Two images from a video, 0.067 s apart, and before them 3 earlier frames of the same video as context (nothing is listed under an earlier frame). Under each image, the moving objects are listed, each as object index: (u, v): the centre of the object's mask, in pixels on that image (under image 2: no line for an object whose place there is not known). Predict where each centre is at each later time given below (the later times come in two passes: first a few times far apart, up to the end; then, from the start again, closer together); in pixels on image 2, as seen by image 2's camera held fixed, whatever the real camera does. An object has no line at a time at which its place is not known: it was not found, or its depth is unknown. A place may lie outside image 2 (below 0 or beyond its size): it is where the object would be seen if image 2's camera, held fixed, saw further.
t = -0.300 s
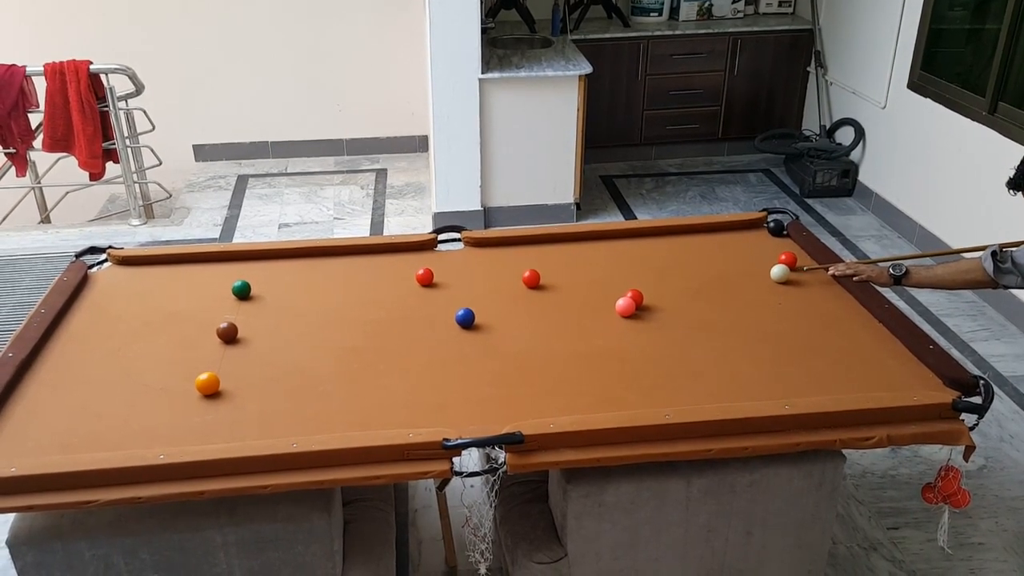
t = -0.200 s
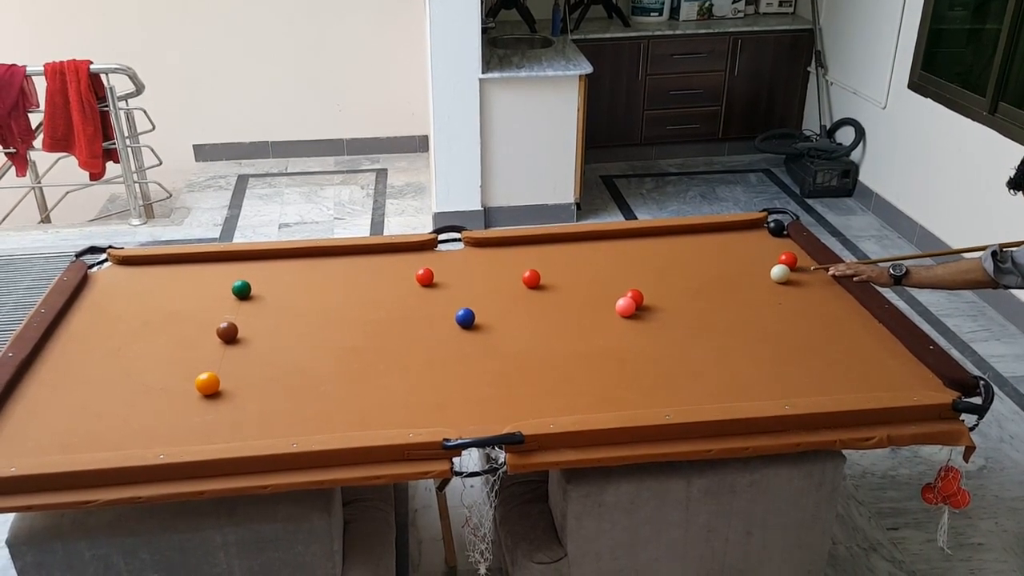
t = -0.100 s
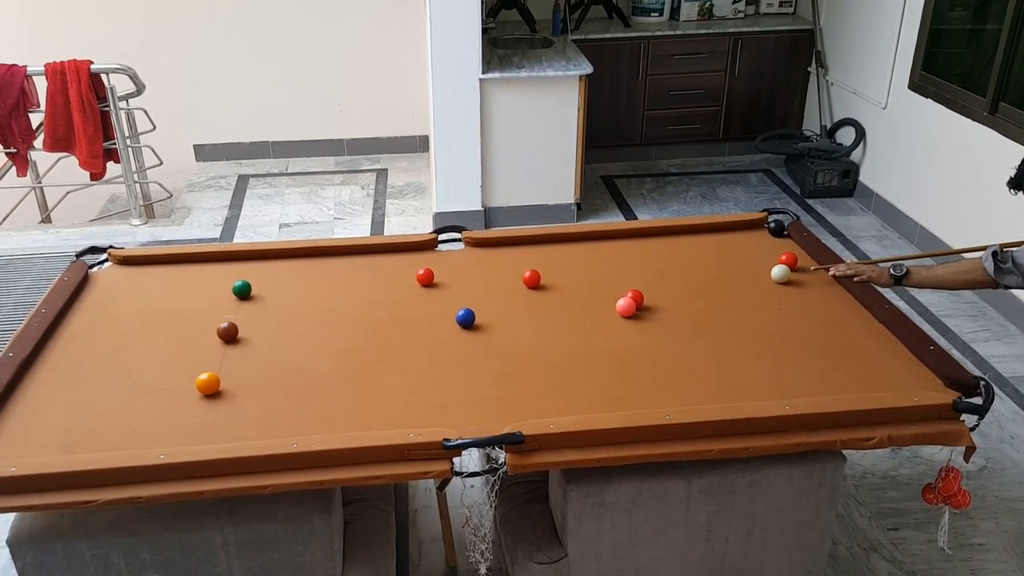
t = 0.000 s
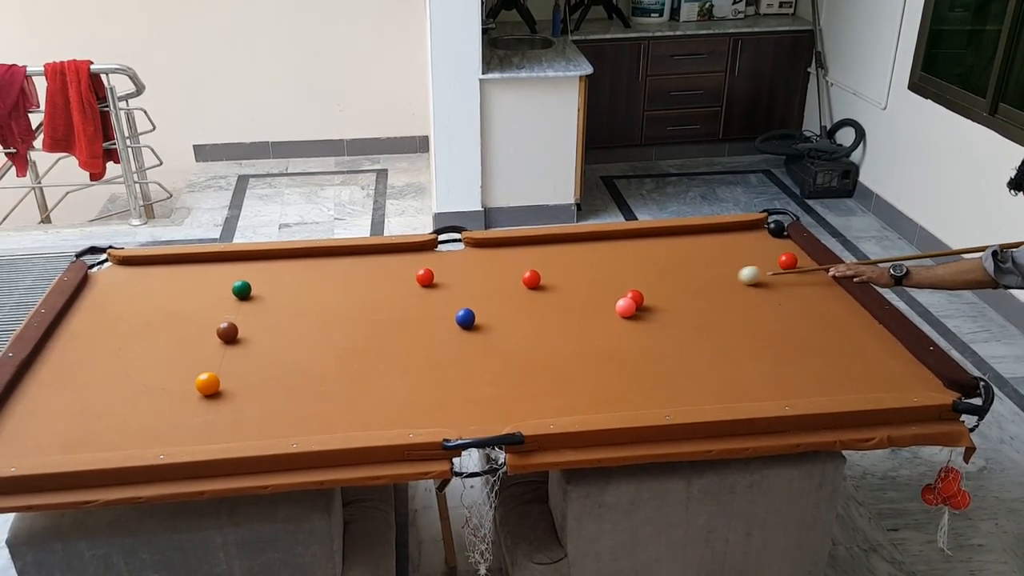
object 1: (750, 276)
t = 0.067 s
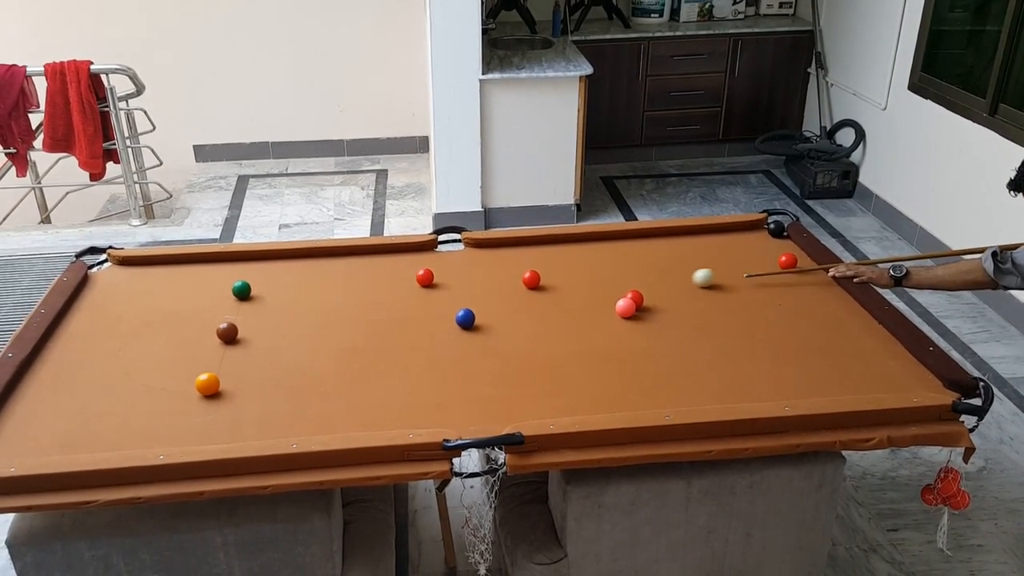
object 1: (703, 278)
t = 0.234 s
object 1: (598, 282)
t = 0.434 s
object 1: (496, 297)
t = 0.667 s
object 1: (383, 323)
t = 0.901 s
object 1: (259, 351)
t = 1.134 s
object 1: (121, 382)
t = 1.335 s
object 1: (10, 409)
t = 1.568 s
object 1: (67, 422)
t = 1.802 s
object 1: (118, 436)
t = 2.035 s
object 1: (170, 440)
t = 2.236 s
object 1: (209, 433)
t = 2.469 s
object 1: (248, 424)
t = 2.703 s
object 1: (281, 417)
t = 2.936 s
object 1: (308, 411)
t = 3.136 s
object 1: (327, 407)
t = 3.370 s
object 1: (343, 404)
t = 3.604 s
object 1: (355, 403)
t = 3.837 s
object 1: (361, 402)
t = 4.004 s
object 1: (359, 400)
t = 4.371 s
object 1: (367, 399)
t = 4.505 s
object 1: (361, 403)
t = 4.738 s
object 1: (362, 402)
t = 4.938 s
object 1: (362, 403)
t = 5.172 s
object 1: (361, 403)
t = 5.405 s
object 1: (361, 403)
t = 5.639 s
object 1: (362, 402)
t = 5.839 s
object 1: (362, 402)
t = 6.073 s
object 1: (362, 402)
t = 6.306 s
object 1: (361, 402)
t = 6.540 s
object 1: (362, 402)
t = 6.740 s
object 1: (362, 402)
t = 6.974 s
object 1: (363, 402)
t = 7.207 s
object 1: (362, 403)
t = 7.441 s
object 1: (362, 403)
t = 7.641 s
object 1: (361, 403)
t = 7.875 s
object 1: (361, 403)
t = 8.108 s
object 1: (361, 403)
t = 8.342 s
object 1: (361, 403)
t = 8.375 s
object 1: (362, 403)
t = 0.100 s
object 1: (680, 278)
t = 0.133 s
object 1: (660, 279)
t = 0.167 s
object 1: (639, 280)
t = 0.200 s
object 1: (619, 281)
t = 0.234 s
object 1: (598, 282)
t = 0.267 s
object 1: (578, 283)
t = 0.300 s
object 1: (558, 284)
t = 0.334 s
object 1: (540, 286)
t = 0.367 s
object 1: (526, 290)
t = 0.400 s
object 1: (510, 293)
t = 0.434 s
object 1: (496, 297)
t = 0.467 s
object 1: (480, 300)
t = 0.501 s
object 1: (464, 302)
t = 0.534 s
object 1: (448, 308)
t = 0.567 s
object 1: (432, 312)
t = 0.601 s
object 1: (416, 315)
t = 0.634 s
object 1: (399, 319)
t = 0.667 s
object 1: (383, 323)
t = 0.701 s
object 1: (366, 327)
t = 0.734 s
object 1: (348, 331)
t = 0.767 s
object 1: (330, 335)
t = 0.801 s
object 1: (313, 339)
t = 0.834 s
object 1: (295, 343)
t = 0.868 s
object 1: (277, 347)
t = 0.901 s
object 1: (259, 351)
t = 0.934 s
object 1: (240, 355)
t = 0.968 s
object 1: (220, 359)
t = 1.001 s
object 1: (201, 363)
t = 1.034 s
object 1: (182, 368)
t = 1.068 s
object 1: (162, 373)
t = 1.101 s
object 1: (142, 377)
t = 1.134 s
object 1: (121, 382)
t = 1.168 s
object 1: (100, 386)
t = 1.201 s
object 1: (79, 391)
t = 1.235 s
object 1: (58, 396)
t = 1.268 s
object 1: (37, 400)
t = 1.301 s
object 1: (14, 405)
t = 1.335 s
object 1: (10, 409)
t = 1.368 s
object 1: (19, 410)
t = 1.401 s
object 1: (29, 412)
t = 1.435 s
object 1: (37, 414)
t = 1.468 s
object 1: (44, 416)
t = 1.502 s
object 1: (51, 418)
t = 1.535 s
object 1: (59, 420)
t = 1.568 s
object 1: (67, 422)
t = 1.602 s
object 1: (75, 424)
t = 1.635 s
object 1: (82, 426)
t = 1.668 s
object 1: (89, 428)
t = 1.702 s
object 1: (96, 430)
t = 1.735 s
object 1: (104, 432)
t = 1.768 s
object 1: (111, 434)
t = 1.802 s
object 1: (118, 436)
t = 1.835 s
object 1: (126, 438)
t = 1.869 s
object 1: (133, 438)
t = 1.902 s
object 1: (141, 439)
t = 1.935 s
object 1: (148, 440)
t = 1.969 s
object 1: (155, 441)
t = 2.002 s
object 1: (163, 441)
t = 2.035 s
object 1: (170, 440)
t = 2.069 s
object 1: (176, 439)
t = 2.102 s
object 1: (183, 437)
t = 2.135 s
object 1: (190, 436)
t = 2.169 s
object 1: (197, 435)
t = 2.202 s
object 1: (203, 434)
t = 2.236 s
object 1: (209, 433)
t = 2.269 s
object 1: (215, 432)
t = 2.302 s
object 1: (221, 430)
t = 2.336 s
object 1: (227, 430)
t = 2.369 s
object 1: (232, 428)
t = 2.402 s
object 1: (238, 427)
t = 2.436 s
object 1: (243, 426)
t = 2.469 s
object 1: (248, 424)
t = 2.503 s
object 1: (253, 423)
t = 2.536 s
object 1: (258, 422)
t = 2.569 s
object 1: (263, 421)
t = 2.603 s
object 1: (268, 420)
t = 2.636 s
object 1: (272, 419)
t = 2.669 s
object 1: (277, 418)
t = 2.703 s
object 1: (281, 417)
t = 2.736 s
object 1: (286, 416)
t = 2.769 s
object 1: (290, 415)
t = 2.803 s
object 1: (294, 414)
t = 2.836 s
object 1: (297, 413)
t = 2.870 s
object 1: (301, 413)
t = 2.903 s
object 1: (305, 412)
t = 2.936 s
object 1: (308, 411)
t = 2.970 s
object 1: (311, 410)
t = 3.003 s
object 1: (314, 410)
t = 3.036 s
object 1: (318, 409)
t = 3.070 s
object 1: (321, 408)
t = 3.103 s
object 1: (324, 408)
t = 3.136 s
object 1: (327, 407)
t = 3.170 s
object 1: (329, 407)
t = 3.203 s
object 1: (332, 406)
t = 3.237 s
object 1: (334, 405)
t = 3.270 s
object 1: (337, 405)
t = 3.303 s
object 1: (339, 405)
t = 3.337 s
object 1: (341, 404)
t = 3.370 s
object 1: (343, 404)
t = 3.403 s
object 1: (346, 404)
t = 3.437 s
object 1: (347, 403)
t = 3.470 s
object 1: (349, 403)
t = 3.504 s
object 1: (350, 403)
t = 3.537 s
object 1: (352, 403)
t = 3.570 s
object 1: (354, 403)
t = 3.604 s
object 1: (355, 403)
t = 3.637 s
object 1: (356, 402)
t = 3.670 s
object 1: (357, 402)
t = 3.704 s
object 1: (358, 402)
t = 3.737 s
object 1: (359, 402)
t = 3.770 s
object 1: (360, 402)
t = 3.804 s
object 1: (360, 402)
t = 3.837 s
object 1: (361, 402)
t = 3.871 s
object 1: (361, 402)
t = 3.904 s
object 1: (362, 402)
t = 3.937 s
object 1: (362, 402)
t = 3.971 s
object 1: (362, 402)
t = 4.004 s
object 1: (359, 400)
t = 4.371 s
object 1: (367, 399)
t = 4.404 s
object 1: (362, 402)
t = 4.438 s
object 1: (361, 403)
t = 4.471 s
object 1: (362, 403)
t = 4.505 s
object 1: (361, 403)
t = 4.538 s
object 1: (362, 403)
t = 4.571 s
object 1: (362, 403)
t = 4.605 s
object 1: (362, 403)
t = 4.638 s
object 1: (362, 403)
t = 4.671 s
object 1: (362, 403)
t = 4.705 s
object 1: (362, 403)
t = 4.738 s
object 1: (362, 402)
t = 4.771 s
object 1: (362, 403)
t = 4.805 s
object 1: (362, 402)
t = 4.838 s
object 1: (362, 403)
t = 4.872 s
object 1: (362, 403)
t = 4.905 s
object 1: (362, 403)
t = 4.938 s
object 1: (362, 403)
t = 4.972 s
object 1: (361, 403)
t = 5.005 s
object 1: (361, 403)
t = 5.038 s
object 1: (361, 403)
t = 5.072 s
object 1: (361, 403)
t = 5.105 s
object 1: (361, 403)
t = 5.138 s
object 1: (361, 403)
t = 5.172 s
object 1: (361, 403)
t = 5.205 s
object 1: (361, 403)
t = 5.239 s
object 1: (361, 403)
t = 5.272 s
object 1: (361, 403)
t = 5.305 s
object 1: (361, 403)
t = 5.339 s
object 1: (361, 403)
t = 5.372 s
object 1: (361, 403)
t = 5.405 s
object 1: (361, 403)
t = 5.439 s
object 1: (362, 402)
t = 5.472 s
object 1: (362, 402)
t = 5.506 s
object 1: (362, 402)
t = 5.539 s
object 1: (362, 402)
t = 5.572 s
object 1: (362, 402)
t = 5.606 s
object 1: (362, 402)
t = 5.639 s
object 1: (362, 402)
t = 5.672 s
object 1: (362, 402)
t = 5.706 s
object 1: (362, 402)
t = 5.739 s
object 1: (362, 402)
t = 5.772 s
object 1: (362, 402)
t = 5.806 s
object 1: (362, 402)
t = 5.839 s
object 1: (362, 402)
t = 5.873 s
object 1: (362, 402)
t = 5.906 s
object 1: (362, 402)
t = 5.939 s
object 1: (362, 402)
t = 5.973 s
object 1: (361, 402)
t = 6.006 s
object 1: (361, 402)
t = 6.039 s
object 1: (362, 402)
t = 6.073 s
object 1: (362, 402)
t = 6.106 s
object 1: (362, 402)
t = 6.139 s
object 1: (361, 402)
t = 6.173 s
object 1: (361, 402)
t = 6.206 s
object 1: (361, 402)
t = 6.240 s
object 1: (362, 402)
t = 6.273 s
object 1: (361, 402)
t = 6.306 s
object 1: (361, 402)
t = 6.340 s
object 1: (361, 402)
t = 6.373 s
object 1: (361, 402)
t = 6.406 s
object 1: (361, 402)
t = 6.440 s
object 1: (362, 402)
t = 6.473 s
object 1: (361, 402)
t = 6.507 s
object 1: (362, 402)
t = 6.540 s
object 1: (362, 402)
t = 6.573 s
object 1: (362, 402)
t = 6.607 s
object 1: (362, 402)
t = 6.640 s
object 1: (362, 402)
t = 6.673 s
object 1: (362, 403)
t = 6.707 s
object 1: (362, 402)
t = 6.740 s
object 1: (362, 402)
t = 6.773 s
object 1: (362, 403)
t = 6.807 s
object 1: (362, 403)
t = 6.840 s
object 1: (362, 402)
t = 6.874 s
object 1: (362, 402)
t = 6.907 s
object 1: (362, 402)
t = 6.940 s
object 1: (363, 402)
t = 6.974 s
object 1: (363, 402)
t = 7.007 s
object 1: (363, 402)
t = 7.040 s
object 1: (362, 402)
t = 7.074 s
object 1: (362, 403)
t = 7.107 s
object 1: (362, 403)
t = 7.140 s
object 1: (362, 403)
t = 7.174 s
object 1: (362, 402)
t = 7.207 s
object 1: (362, 403)
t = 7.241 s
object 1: (362, 403)
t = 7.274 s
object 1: (362, 403)
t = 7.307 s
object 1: (362, 403)
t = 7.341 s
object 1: (362, 403)
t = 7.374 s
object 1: (362, 403)
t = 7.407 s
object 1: (362, 403)
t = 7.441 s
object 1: (362, 403)
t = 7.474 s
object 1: (362, 402)
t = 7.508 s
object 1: (362, 402)
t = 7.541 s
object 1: (361, 403)
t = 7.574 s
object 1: (362, 402)
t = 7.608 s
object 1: (362, 402)
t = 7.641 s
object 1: (361, 403)
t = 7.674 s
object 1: (362, 402)
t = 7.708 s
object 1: (362, 402)
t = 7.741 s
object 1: (361, 403)
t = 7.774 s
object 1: (361, 403)
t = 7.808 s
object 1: (362, 402)
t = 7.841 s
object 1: (361, 402)
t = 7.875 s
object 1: (361, 403)
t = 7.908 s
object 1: (361, 402)
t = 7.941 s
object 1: (361, 402)
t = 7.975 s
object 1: (361, 403)
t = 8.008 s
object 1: (361, 403)
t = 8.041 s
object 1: (361, 403)
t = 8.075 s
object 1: (361, 403)
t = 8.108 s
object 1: (361, 403)
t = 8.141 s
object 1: (361, 403)
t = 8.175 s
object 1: (361, 403)
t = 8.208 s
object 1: (361, 403)
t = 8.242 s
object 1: (361, 402)
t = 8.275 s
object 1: (361, 402)
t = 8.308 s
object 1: (361, 403)
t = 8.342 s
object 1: (361, 403)
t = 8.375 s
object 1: (362, 403)
